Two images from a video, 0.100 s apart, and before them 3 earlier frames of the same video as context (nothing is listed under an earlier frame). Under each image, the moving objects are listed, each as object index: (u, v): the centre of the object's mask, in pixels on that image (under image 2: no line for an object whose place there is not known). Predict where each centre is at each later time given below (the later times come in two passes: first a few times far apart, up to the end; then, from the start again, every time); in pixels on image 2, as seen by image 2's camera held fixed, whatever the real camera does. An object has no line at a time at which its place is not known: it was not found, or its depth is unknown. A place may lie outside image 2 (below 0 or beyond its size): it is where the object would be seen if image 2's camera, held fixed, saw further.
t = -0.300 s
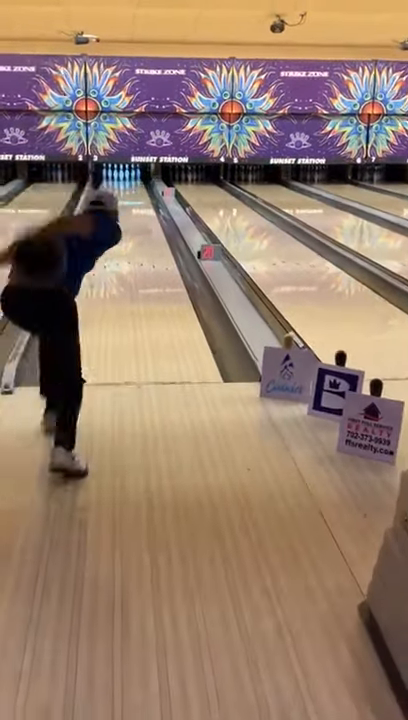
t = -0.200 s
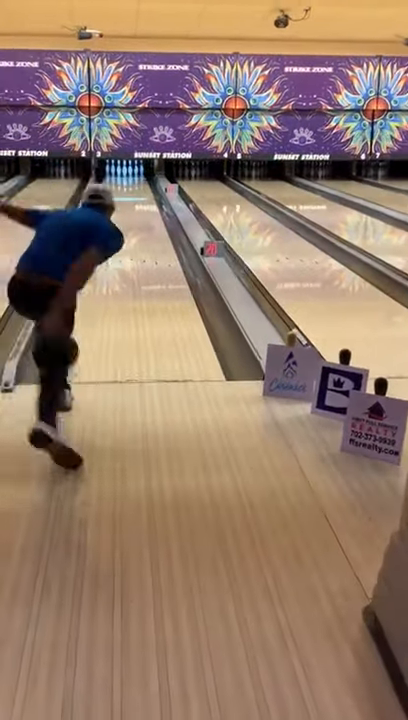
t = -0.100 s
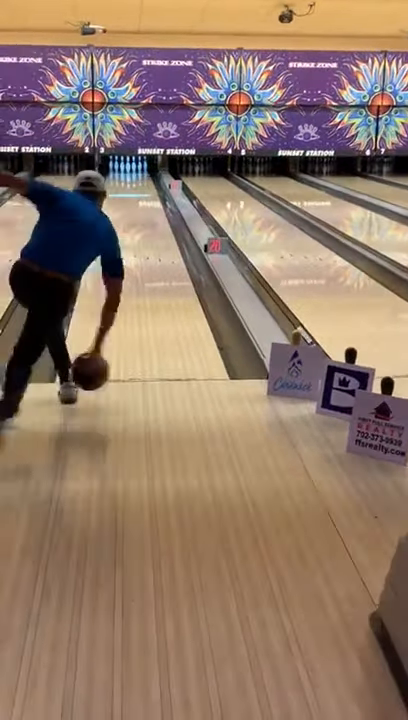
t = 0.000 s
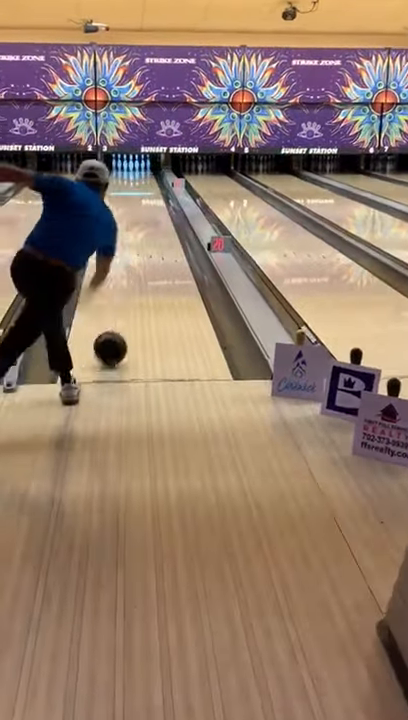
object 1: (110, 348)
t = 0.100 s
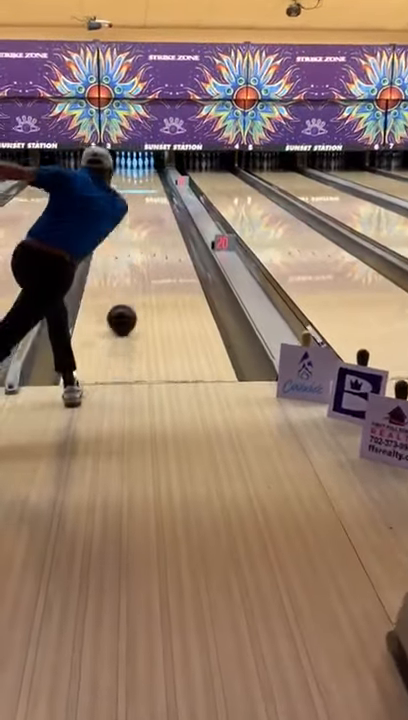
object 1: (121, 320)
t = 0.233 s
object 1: (130, 289)
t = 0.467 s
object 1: (139, 253)
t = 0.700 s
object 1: (145, 228)
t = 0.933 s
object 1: (149, 211)
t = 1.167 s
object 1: (152, 198)
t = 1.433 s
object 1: (154, 186)
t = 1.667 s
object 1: (154, 178)
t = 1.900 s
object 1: (151, 172)
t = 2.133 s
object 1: (146, 168)
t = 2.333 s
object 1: (141, 164)
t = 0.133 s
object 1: (124, 311)
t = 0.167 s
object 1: (126, 303)
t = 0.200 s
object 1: (128, 296)
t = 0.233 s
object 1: (130, 289)
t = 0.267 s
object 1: (131, 283)
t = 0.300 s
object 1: (133, 277)
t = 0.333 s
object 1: (134, 272)
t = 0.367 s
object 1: (135, 266)
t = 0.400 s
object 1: (137, 262)
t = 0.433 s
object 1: (138, 257)
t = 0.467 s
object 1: (139, 253)
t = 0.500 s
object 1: (140, 248)
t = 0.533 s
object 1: (141, 245)
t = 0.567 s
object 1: (142, 241)
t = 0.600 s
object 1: (143, 238)
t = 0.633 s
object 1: (143, 234)
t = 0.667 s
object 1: (144, 231)
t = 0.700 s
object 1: (145, 228)
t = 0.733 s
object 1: (146, 225)
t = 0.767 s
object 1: (146, 223)
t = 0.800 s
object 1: (147, 220)
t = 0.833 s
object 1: (147, 218)
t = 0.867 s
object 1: (148, 216)
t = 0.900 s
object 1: (149, 213)
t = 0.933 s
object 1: (149, 211)
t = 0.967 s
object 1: (150, 209)
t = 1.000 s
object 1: (150, 207)
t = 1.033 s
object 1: (151, 205)
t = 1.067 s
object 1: (151, 203)
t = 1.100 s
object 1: (151, 201)
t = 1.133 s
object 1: (151, 199)
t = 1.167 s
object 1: (152, 198)
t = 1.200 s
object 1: (152, 196)
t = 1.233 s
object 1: (152, 194)
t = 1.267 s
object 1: (153, 193)
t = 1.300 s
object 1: (153, 191)
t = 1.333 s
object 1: (153, 190)
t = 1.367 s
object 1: (154, 189)
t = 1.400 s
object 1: (154, 187)
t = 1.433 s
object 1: (154, 186)
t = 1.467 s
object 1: (154, 185)
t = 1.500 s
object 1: (154, 184)
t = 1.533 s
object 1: (154, 183)
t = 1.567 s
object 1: (154, 182)
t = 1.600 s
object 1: (154, 180)
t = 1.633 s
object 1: (154, 180)
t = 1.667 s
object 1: (154, 178)
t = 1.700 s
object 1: (154, 177)
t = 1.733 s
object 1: (153, 176)
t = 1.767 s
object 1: (153, 176)
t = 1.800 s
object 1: (153, 175)
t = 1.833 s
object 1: (152, 174)
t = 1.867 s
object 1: (152, 173)
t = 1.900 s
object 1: (151, 172)
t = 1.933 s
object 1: (151, 172)
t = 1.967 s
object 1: (149, 171)
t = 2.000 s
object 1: (149, 171)
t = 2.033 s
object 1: (149, 170)
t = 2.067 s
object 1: (147, 169)
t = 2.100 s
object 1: (146, 168)
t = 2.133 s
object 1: (146, 168)
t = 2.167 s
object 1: (144, 167)
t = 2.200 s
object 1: (143, 166)
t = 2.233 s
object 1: (144, 165)
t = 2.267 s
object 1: (142, 165)
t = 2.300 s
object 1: (140, 165)
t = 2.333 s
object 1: (141, 164)
